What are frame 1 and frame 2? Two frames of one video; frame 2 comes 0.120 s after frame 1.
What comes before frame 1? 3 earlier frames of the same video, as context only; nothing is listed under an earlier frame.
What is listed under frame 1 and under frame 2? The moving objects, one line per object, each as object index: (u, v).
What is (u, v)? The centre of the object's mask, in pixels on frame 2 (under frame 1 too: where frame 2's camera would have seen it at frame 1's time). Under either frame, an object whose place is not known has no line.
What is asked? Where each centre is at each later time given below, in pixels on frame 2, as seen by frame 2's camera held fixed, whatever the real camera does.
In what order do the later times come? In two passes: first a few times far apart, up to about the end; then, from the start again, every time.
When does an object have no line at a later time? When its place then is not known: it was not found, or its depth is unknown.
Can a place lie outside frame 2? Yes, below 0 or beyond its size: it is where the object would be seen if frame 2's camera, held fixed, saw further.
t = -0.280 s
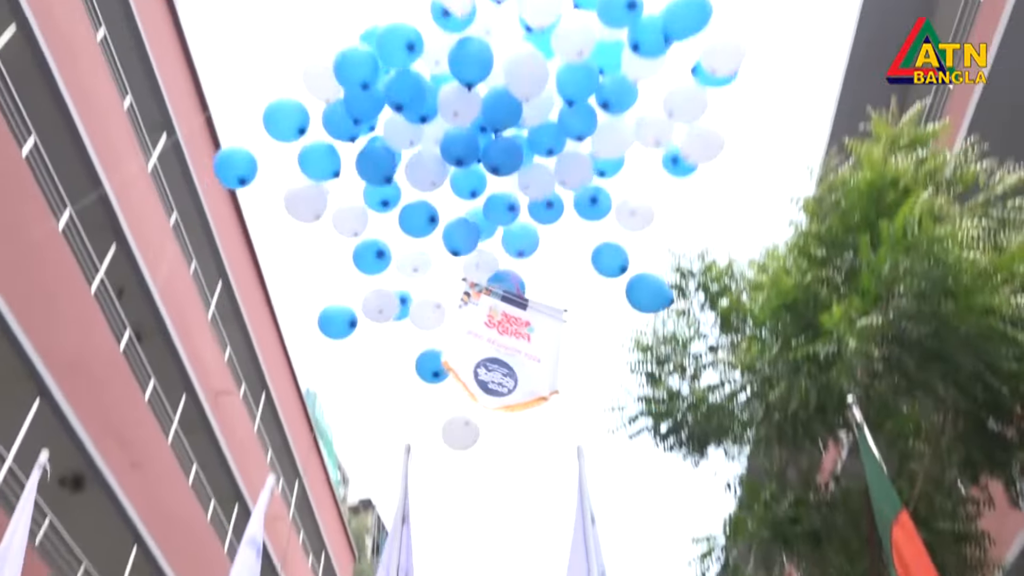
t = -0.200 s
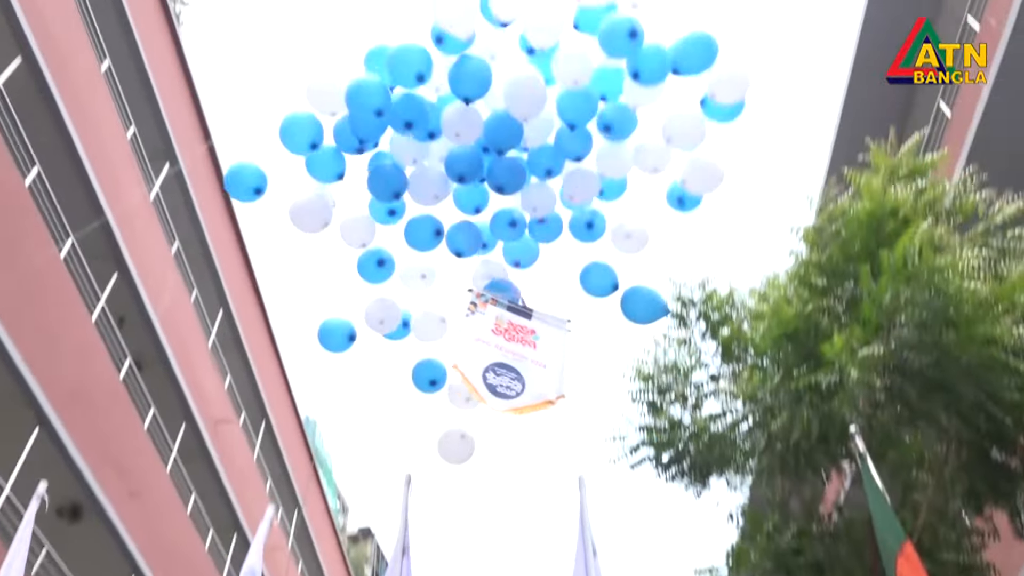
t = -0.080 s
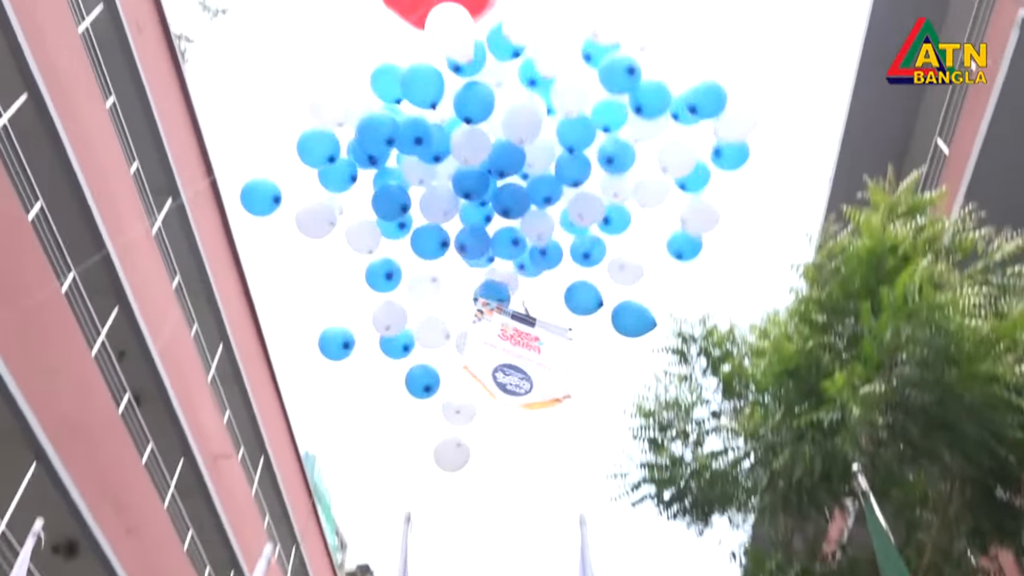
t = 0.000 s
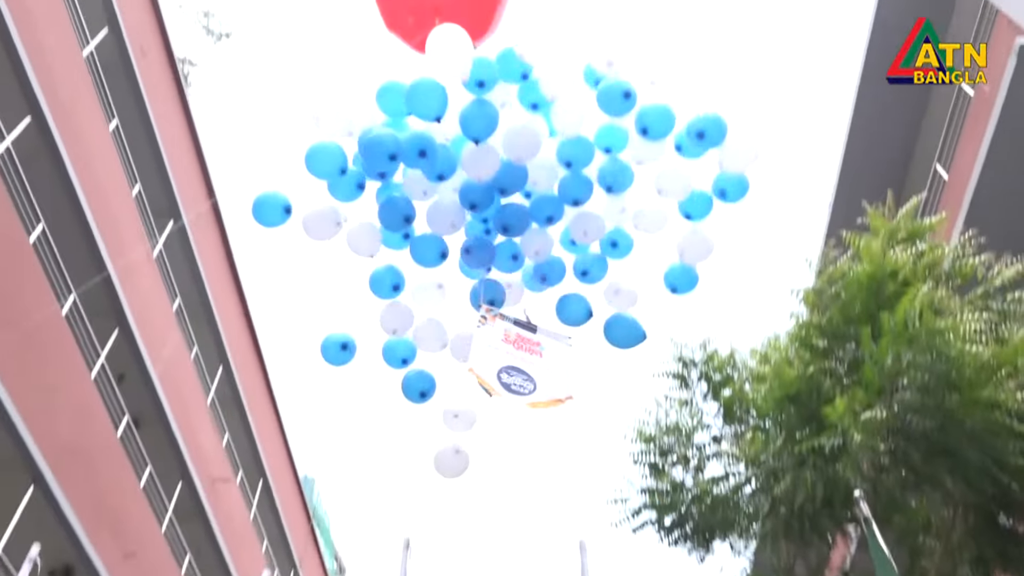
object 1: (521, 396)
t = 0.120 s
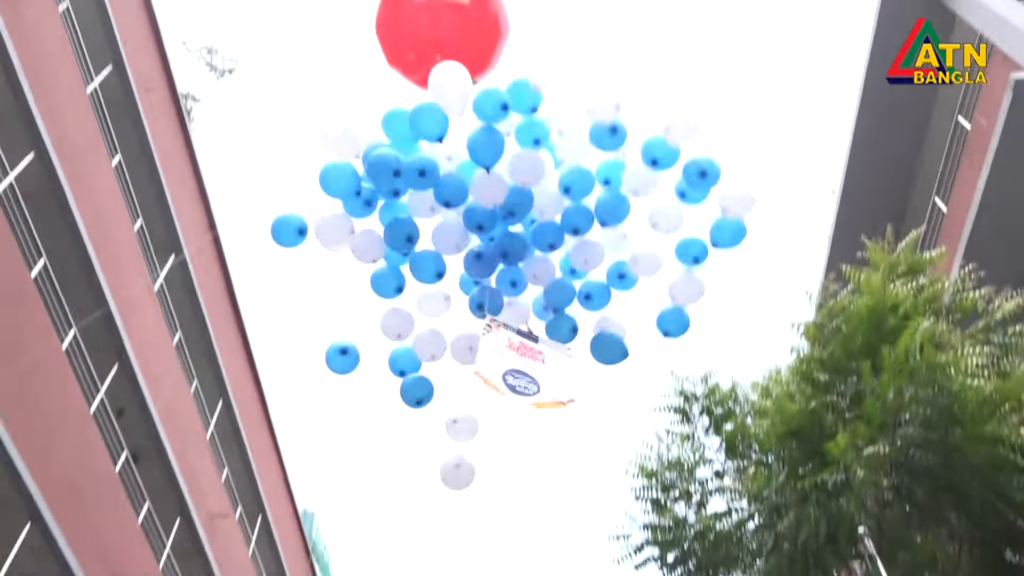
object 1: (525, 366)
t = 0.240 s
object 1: (525, 340)
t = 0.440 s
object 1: (525, 301)
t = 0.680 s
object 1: (523, 268)
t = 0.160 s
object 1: (525, 357)
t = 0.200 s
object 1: (525, 348)
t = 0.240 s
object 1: (525, 340)
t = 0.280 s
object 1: (525, 331)
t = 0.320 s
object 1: (525, 323)
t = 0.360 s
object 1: (525, 315)
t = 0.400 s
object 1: (525, 308)
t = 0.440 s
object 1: (525, 301)
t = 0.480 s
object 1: (525, 295)
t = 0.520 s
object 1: (524, 289)
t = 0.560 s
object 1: (524, 283)
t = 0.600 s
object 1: (524, 277)
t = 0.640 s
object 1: (524, 273)
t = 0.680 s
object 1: (523, 268)
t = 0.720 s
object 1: (523, 264)
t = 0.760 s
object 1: (522, 261)
